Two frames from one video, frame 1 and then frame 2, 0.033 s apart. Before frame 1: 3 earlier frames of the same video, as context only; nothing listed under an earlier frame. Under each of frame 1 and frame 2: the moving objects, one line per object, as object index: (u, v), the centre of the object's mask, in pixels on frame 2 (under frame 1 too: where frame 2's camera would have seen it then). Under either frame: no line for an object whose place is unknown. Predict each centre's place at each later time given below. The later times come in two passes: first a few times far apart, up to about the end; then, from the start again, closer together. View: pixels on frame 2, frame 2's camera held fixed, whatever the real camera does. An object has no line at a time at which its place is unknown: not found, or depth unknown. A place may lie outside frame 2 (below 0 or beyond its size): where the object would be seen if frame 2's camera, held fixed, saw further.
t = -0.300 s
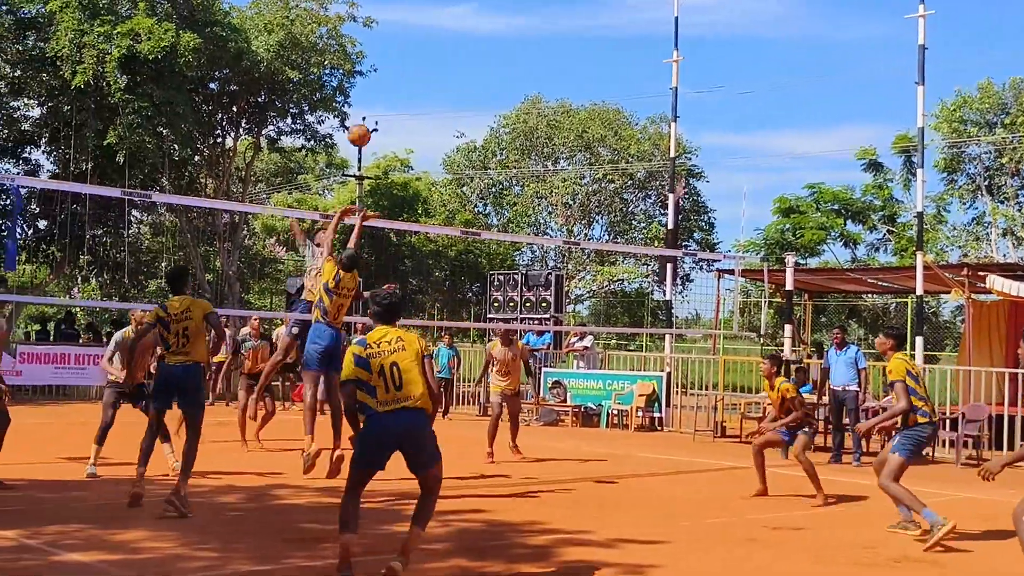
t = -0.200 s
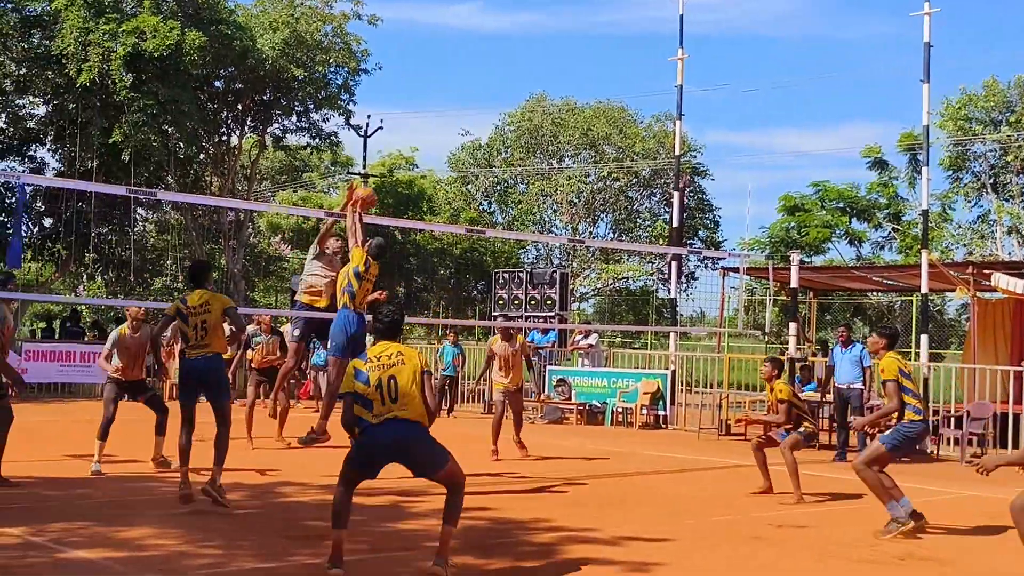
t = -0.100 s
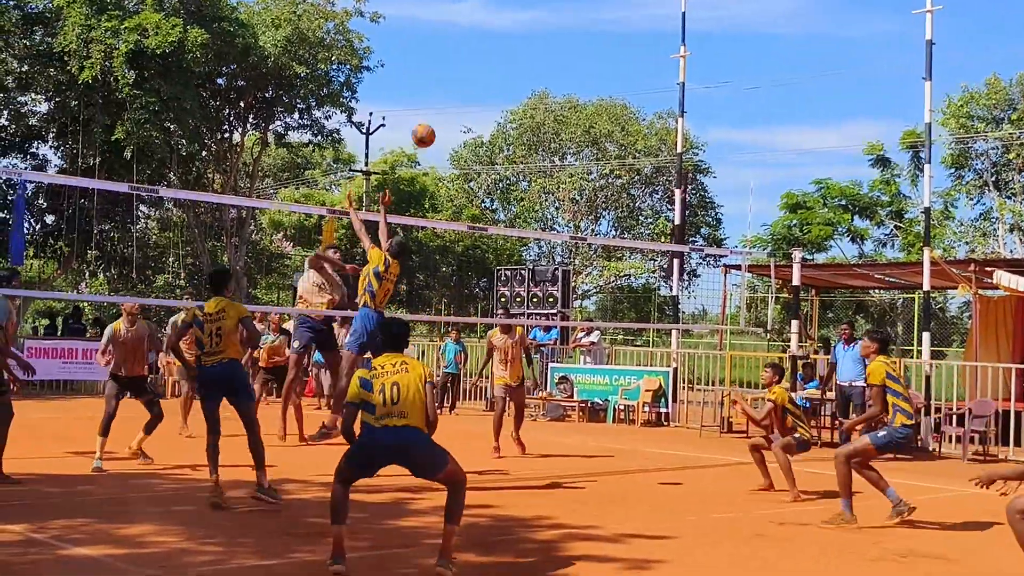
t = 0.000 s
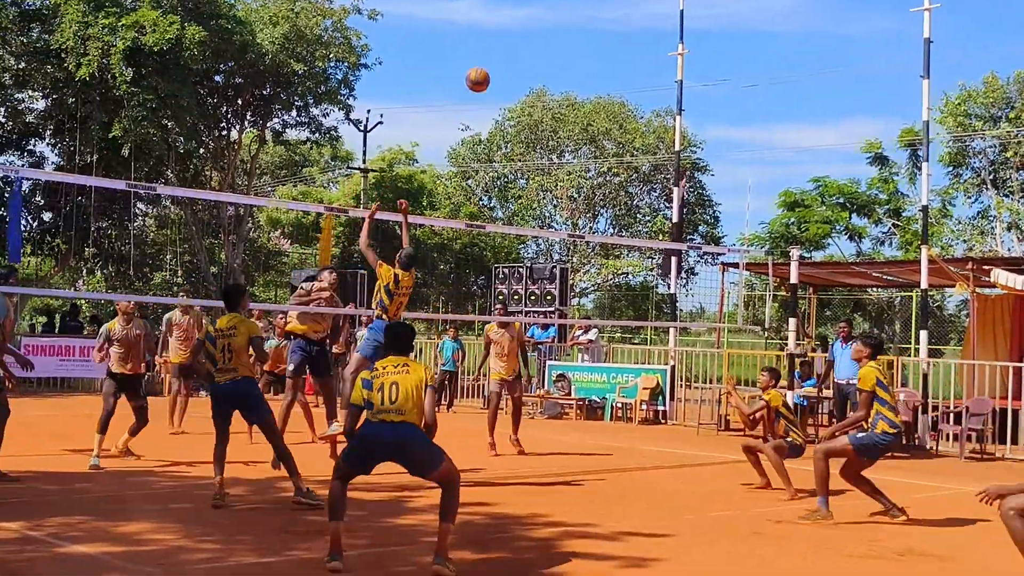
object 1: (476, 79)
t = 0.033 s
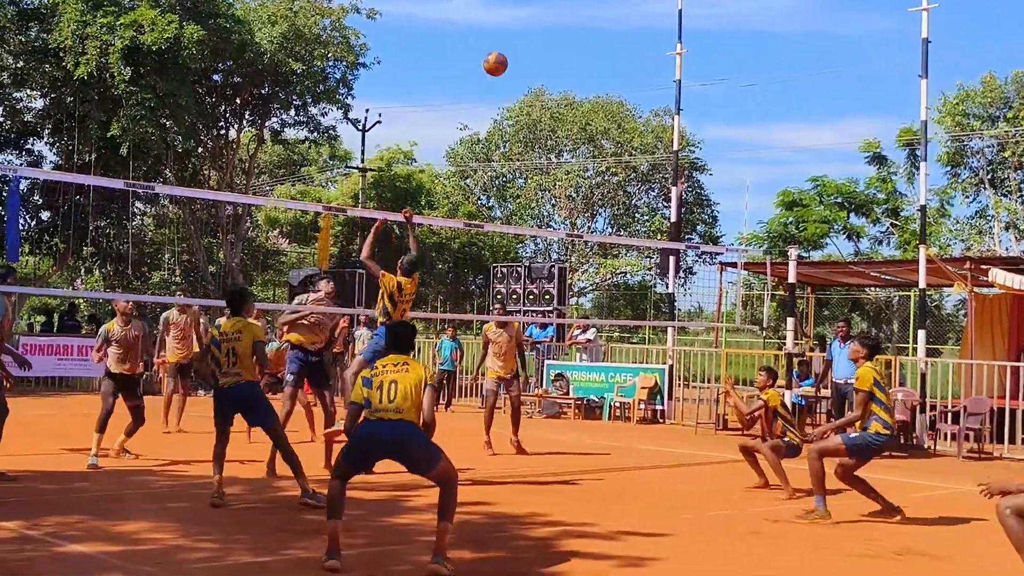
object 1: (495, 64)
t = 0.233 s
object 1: (611, 6)
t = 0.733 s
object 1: (916, 50)
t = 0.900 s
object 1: (1019, 146)
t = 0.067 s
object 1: (514, 50)
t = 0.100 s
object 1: (533, 37)
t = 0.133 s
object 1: (553, 25)
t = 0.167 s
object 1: (572, 15)
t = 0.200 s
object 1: (591, 10)
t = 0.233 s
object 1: (611, 6)
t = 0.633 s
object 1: (853, 12)
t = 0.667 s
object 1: (875, 22)
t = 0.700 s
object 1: (896, 35)
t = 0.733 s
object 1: (916, 50)
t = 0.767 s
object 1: (938, 65)
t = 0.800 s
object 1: (959, 83)
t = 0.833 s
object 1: (976, 103)
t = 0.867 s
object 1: (997, 122)
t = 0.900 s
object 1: (1019, 146)
